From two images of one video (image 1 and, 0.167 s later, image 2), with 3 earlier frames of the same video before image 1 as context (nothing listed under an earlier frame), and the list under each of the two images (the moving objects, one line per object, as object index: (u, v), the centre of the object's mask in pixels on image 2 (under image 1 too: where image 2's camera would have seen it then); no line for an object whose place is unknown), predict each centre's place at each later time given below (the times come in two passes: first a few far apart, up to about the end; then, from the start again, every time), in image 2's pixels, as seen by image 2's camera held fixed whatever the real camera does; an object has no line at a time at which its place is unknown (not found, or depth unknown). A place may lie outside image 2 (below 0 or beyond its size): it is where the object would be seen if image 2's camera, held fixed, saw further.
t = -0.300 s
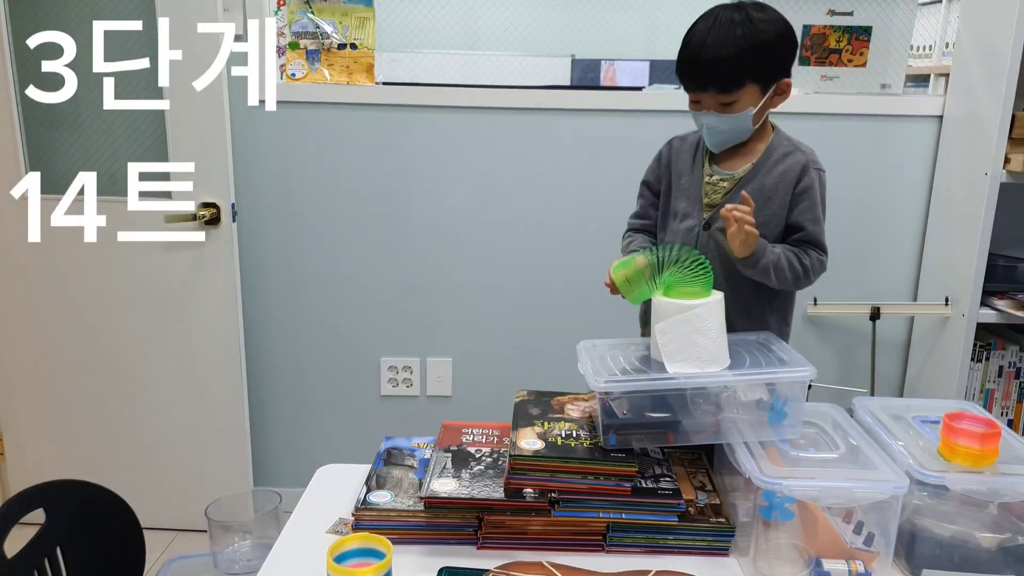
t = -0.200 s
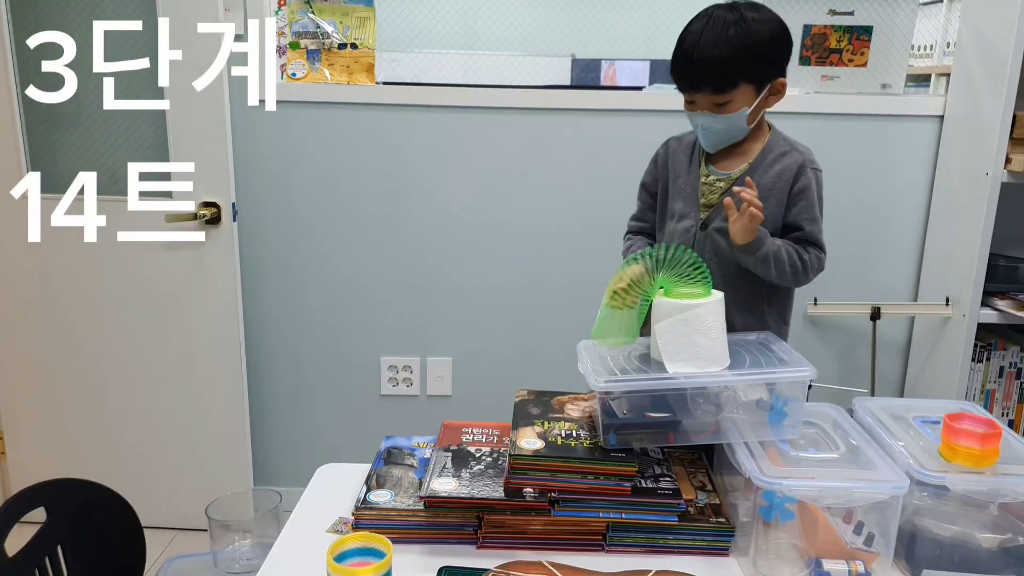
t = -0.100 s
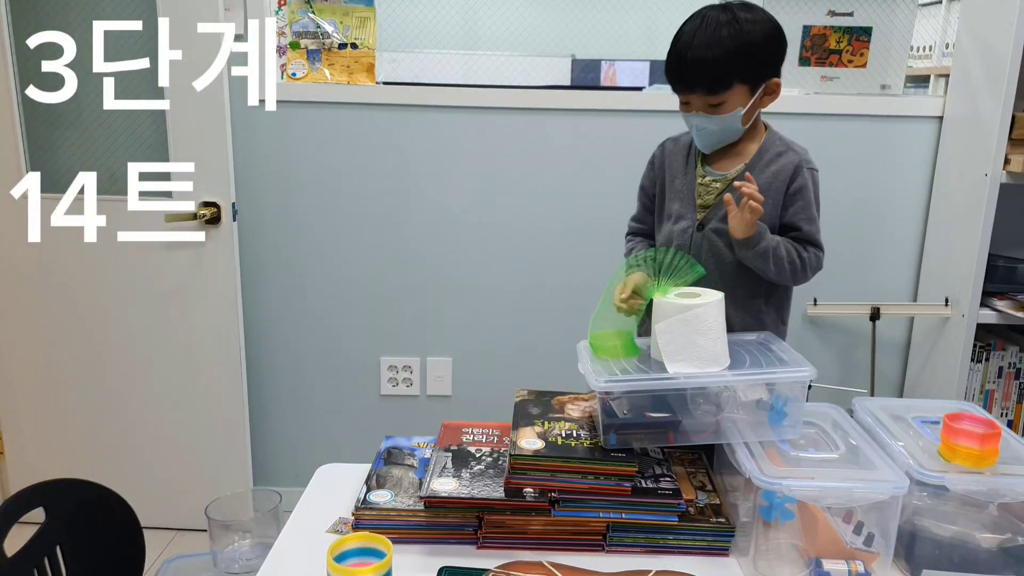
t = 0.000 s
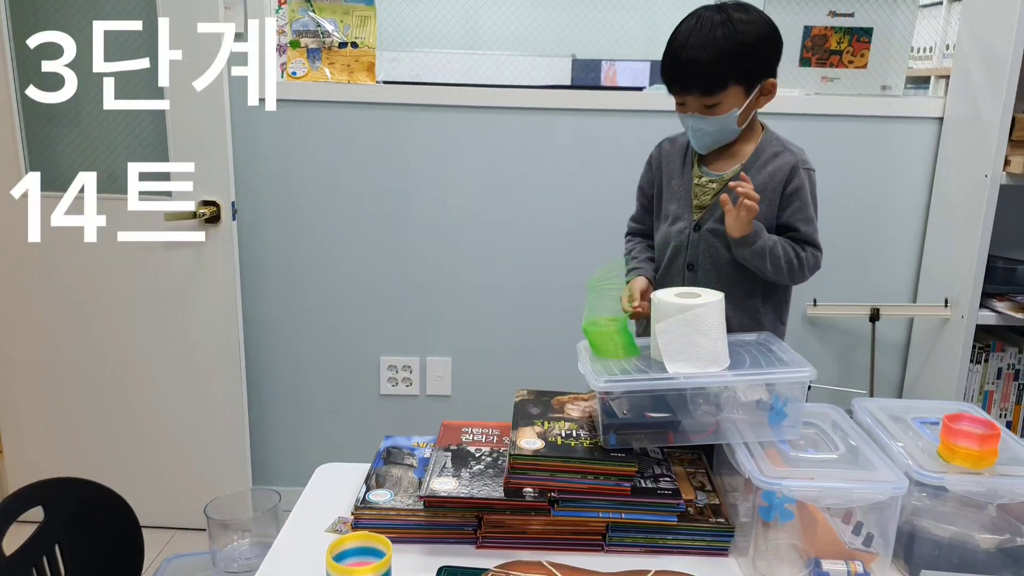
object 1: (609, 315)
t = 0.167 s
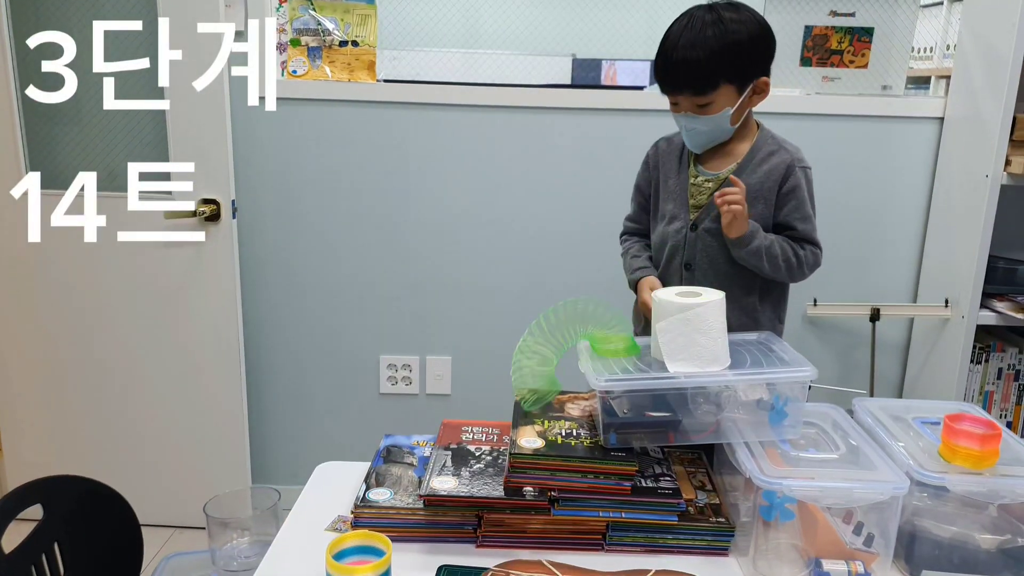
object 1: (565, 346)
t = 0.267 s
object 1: (567, 355)
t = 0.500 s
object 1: (503, 398)
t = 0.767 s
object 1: (473, 409)
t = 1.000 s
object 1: (441, 431)
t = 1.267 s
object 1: (380, 438)
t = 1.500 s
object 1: (362, 461)
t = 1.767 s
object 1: (307, 481)
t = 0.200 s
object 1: (565, 353)
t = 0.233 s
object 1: (567, 355)
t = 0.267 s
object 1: (567, 355)
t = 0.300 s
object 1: (560, 357)
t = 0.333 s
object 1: (553, 361)
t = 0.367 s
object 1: (543, 363)
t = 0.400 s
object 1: (525, 376)
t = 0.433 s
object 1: (519, 389)
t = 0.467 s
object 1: (511, 393)
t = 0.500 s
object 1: (503, 398)
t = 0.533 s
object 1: (502, 397)
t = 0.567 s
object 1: (502, 399)
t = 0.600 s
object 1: (502, 402)
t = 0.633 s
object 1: (500, 402)
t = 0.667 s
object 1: (499, 403)
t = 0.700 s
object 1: (496, 405)
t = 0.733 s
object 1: (488, 406)
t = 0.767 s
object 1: (473, 409)
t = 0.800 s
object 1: (461, 410)
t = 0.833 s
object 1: (451, 412)
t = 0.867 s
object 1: (448, 416)
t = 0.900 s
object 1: (446, 417)
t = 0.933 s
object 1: (445, 425)
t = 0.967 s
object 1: (442, 430)
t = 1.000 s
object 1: (441, 431)
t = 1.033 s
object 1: (438, 431)
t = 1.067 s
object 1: (436, 432)
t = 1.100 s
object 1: (434, 433)
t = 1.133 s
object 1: (419, 434)
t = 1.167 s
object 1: (404, 433)
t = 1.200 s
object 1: (391, 435)
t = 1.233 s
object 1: (382, 436)
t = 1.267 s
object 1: (380, 438)
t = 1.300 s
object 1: (381, 440)
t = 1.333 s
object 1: (383, 443)
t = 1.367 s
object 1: (381, 449)
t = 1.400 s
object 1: (373, 456)
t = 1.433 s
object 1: (372, 456)
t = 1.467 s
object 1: (369, 457)
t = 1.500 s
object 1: (362, 461)
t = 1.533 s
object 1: (355, 462)
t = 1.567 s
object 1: (348, 462)
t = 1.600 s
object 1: (331, 466)
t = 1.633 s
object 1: (322, 474)
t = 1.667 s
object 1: (314, 477)
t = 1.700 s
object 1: (309, 481)
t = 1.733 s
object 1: (308, 480)
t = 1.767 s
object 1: (307, 481)
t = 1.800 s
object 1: (306, 482)
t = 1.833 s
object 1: (306, 484)
